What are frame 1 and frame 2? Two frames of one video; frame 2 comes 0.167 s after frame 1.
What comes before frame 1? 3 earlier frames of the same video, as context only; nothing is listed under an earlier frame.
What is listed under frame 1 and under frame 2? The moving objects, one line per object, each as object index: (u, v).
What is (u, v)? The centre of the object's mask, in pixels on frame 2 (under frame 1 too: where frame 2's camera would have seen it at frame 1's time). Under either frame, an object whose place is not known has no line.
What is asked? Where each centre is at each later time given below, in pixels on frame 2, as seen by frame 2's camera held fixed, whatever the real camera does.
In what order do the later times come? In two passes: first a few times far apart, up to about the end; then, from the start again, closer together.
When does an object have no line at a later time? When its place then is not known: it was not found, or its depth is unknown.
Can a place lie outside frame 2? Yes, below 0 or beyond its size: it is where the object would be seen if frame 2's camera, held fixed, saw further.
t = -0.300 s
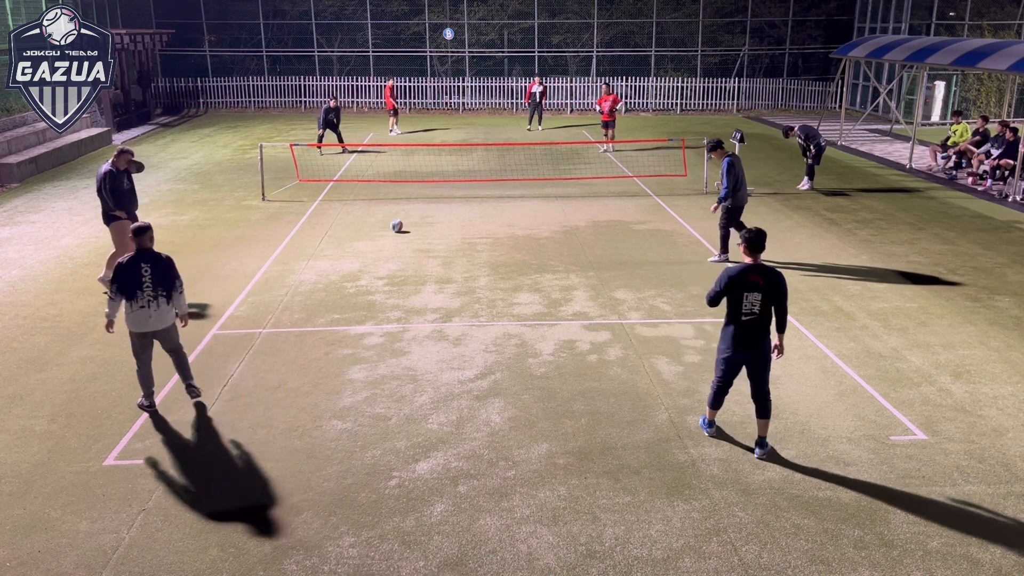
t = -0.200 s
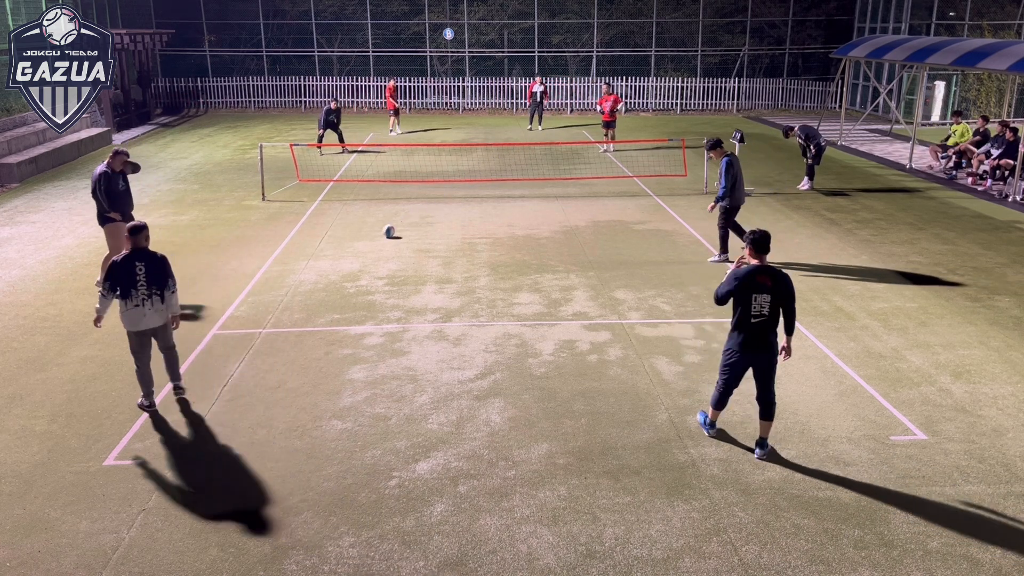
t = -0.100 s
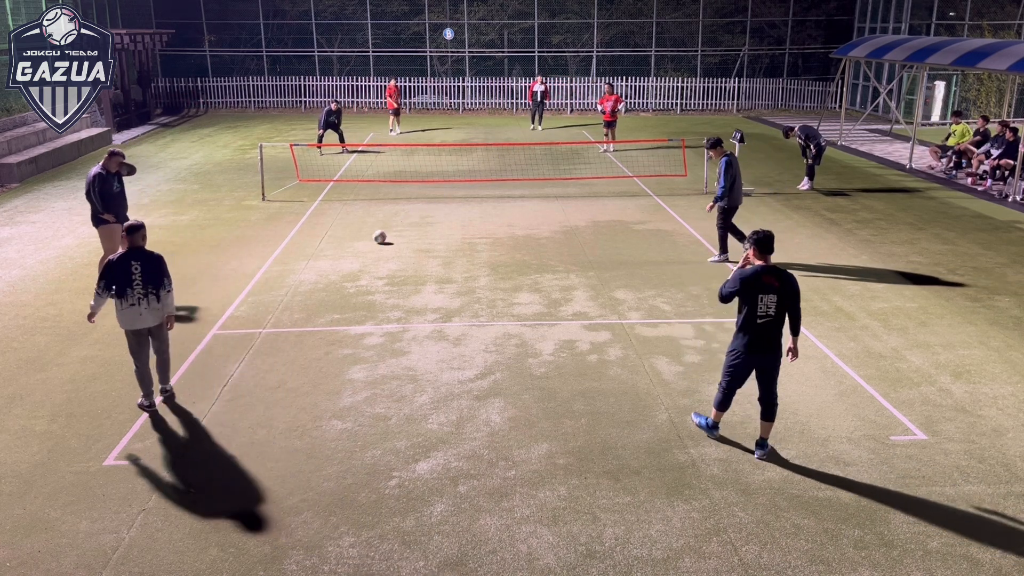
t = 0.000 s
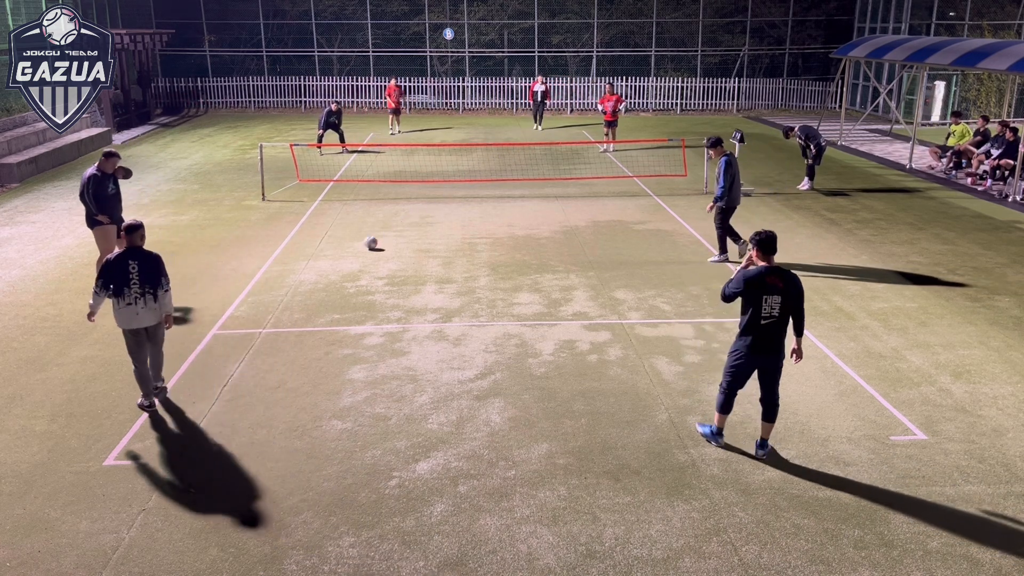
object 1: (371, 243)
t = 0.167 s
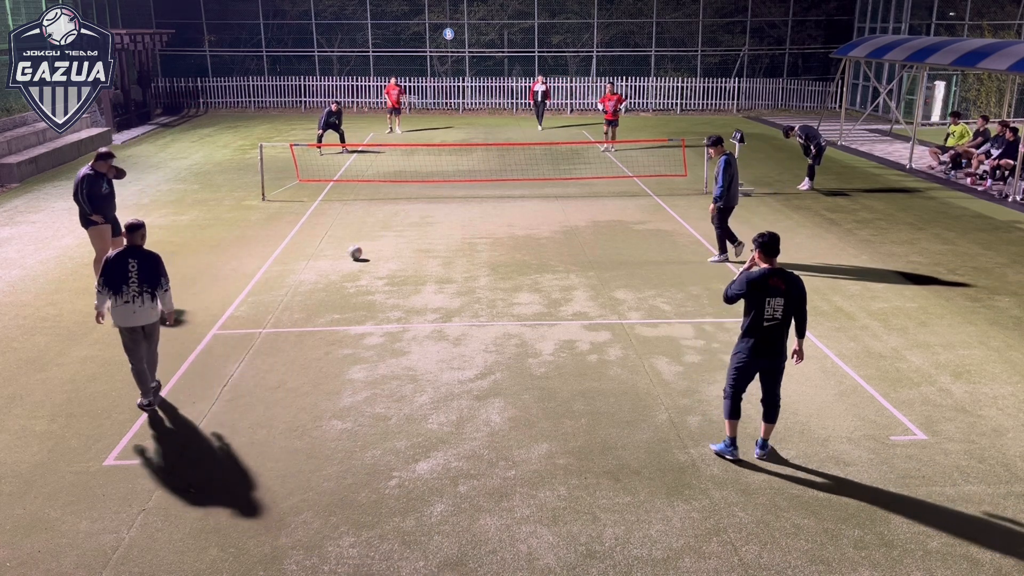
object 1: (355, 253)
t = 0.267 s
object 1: (345, 259)
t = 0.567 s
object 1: (312, 280)
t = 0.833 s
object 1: (276, 301)
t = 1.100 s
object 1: (237, 324)
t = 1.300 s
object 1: (204, 345)
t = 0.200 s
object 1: (352, 255)
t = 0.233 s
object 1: (349, 257)
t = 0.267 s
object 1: (345, 259)
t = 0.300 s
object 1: (341, 262)
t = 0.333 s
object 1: (338, 263)
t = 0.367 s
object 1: (335, 266)
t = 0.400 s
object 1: (331, 268)
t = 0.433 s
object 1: (328, 270)
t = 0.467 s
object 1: (324, 273)
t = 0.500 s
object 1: (320, 275)
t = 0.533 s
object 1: (316, 278)
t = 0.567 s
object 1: (312, 280)
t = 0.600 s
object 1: (308, 282)
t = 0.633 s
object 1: (304, 285)
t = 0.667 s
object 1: (299, 288)
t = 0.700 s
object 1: (295, 290)
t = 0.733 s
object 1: (290, 293)
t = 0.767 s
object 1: (286, 296)
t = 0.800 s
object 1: (281, 298)
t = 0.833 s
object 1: (276, 301)
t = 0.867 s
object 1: (272, 303)
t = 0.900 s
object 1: (267, 306)
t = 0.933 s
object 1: (262, 310)
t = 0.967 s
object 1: (258, 312)
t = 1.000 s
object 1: (253, 315)
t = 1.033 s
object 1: (248, 318)
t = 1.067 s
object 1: (243, 321)
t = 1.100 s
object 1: (237, 324)
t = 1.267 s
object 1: (210, 342)
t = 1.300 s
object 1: (204, 345)
